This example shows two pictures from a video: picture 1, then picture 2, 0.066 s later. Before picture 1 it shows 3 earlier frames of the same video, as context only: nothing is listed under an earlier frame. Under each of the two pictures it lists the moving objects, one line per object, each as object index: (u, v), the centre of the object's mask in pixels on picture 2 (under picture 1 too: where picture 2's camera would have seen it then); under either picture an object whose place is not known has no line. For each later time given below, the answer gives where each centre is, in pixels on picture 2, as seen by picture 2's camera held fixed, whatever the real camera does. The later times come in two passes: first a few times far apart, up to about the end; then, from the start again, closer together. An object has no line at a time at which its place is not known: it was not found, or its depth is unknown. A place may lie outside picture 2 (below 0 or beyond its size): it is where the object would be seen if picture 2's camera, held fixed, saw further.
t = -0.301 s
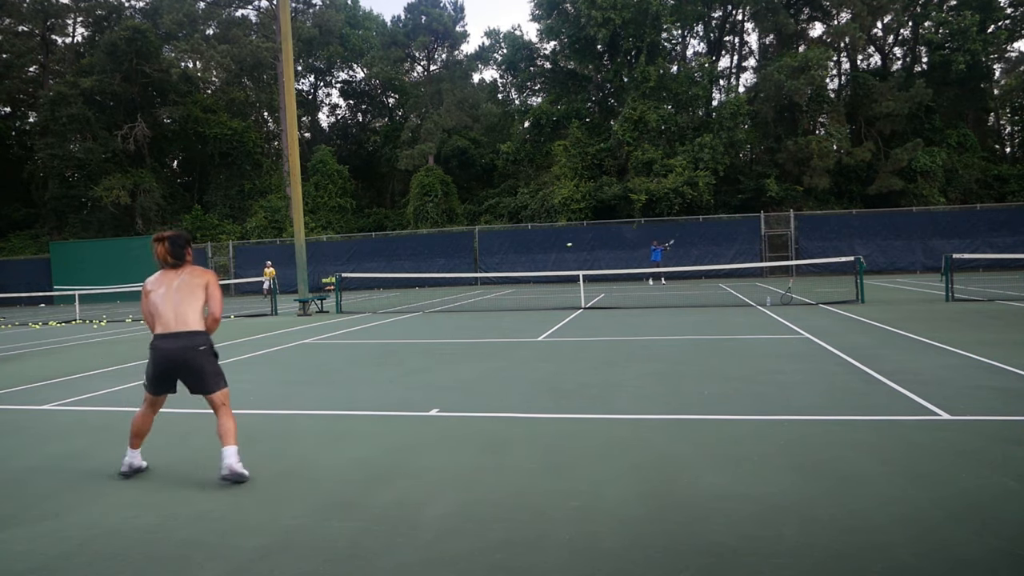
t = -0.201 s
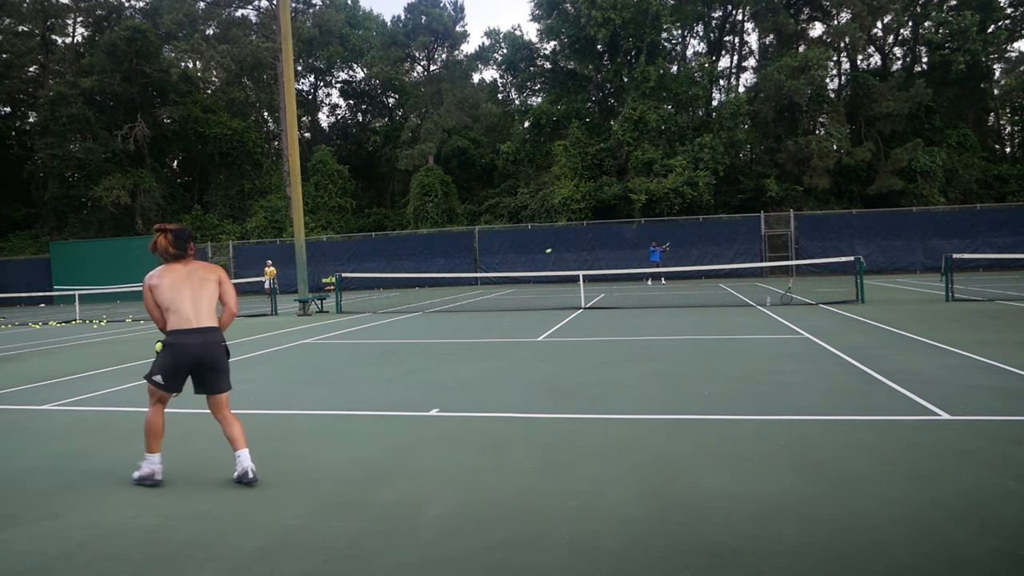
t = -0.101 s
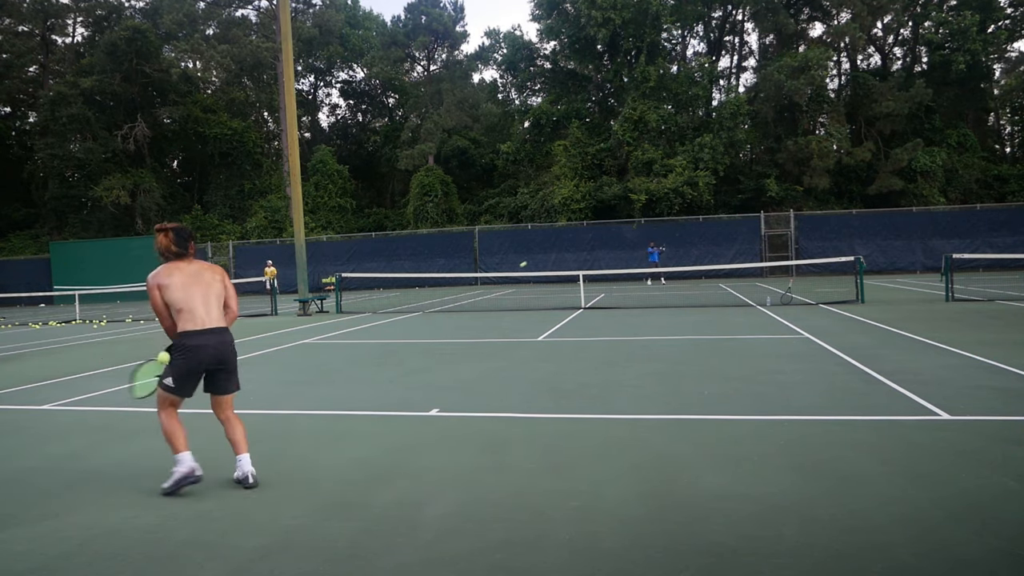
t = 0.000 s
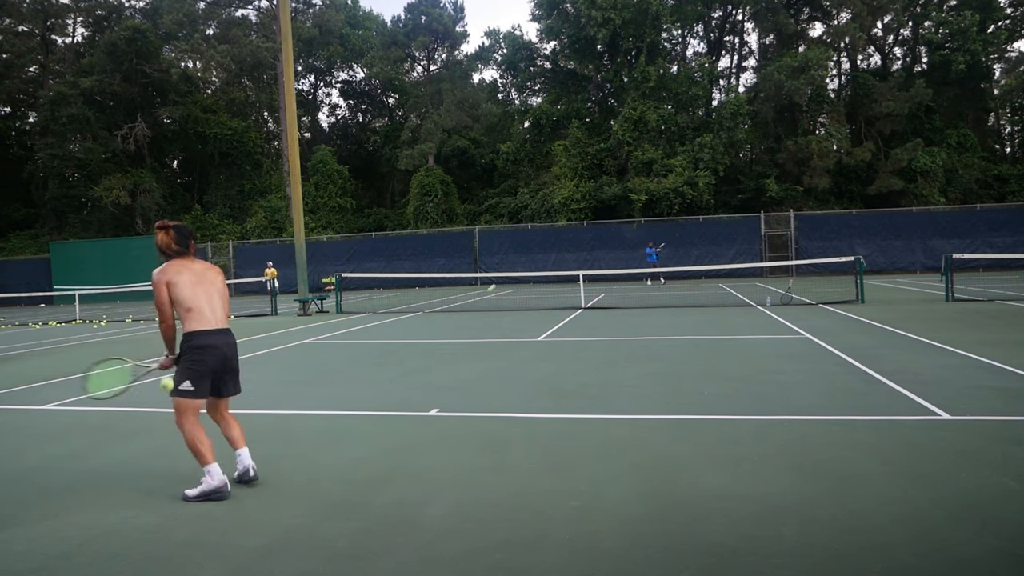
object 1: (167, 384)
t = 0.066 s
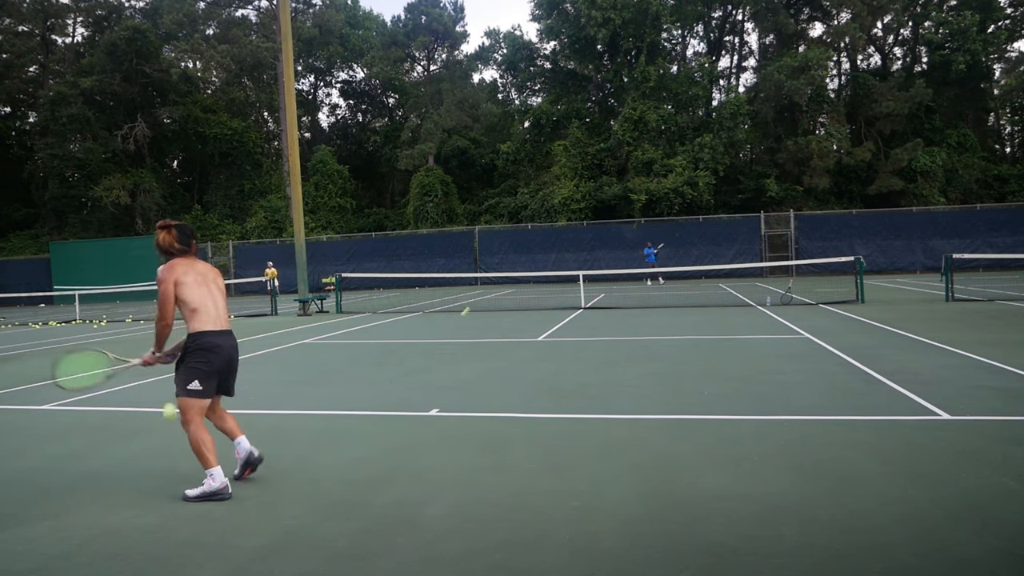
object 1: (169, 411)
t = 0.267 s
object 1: (176, 482)
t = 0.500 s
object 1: (170, 424)
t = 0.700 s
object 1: (171, 454)
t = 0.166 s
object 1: (175, 470)
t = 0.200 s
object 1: (178, 494)
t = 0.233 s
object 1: (178, 498)
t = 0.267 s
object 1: (176, 482)
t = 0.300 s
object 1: (175, 468)
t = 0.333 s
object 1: (174, 456)
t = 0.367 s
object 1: (173, 445)
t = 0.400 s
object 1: (172, 437)
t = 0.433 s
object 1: (171, 430)
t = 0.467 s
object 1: (171, 426)
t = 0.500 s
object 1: (170, 424)
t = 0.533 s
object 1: (170, 423)
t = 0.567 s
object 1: (170, 425)
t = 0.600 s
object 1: (170, 429)
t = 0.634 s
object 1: (170, 435)
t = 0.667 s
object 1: (170, 443)
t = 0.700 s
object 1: (171, 454)
